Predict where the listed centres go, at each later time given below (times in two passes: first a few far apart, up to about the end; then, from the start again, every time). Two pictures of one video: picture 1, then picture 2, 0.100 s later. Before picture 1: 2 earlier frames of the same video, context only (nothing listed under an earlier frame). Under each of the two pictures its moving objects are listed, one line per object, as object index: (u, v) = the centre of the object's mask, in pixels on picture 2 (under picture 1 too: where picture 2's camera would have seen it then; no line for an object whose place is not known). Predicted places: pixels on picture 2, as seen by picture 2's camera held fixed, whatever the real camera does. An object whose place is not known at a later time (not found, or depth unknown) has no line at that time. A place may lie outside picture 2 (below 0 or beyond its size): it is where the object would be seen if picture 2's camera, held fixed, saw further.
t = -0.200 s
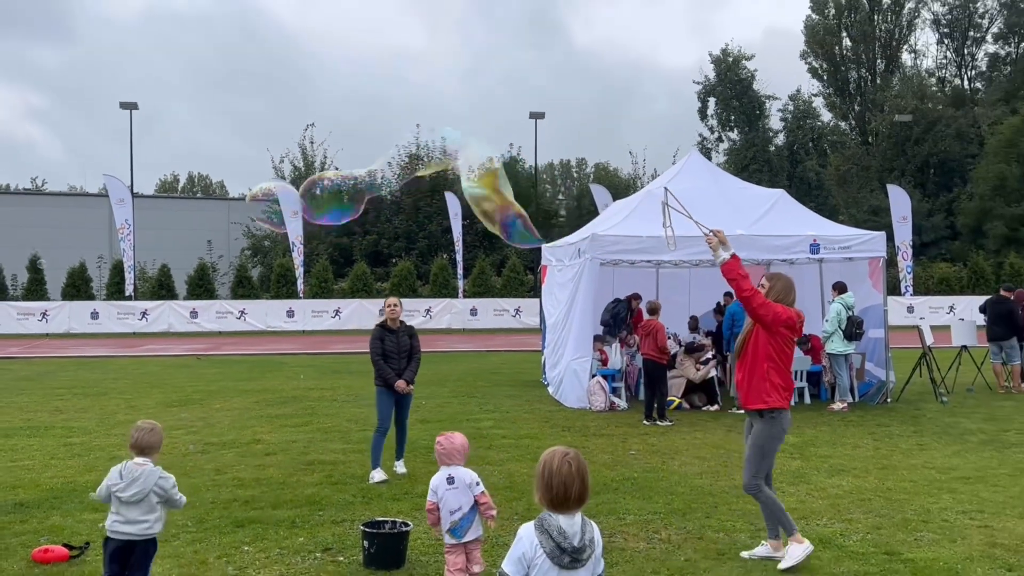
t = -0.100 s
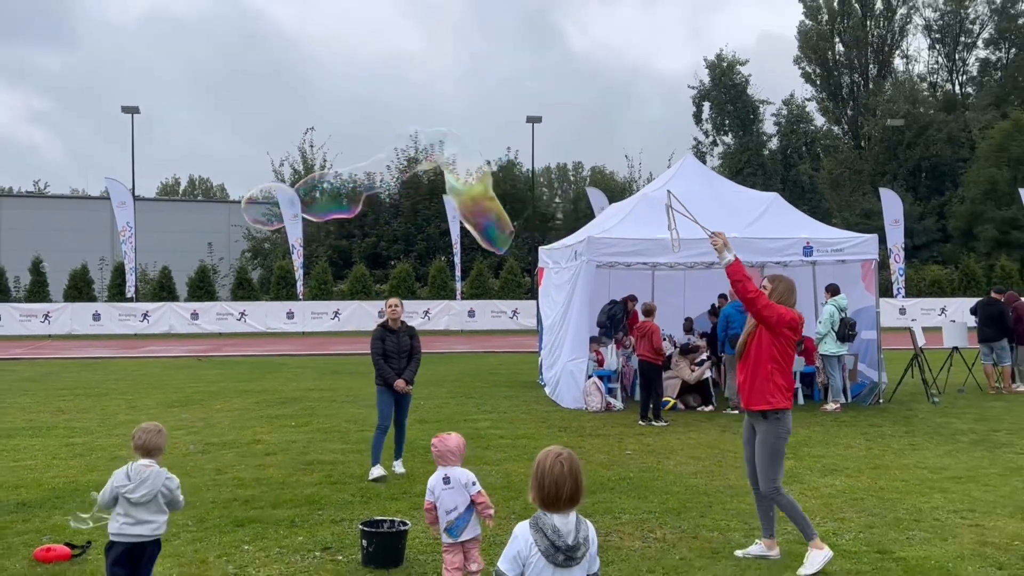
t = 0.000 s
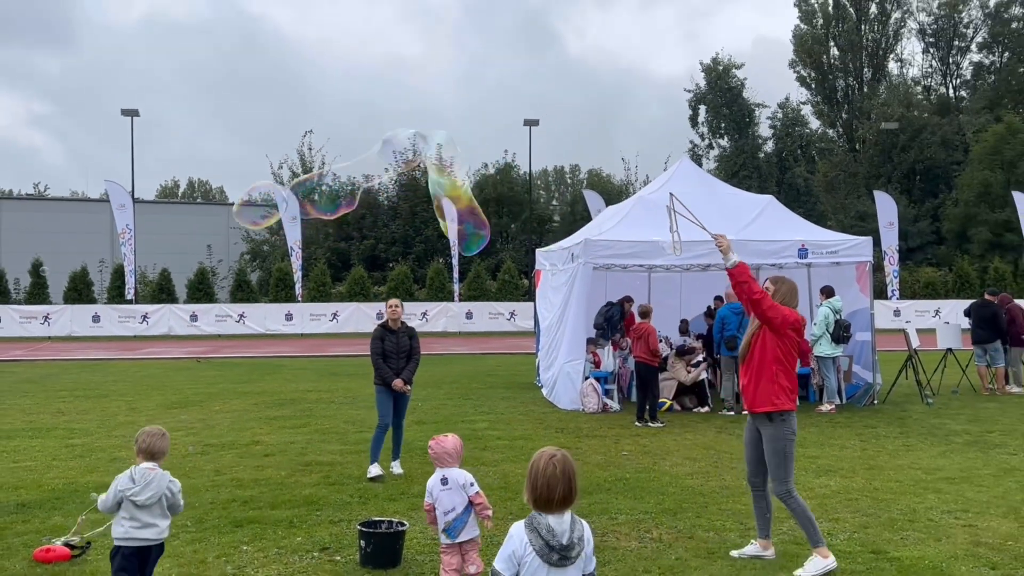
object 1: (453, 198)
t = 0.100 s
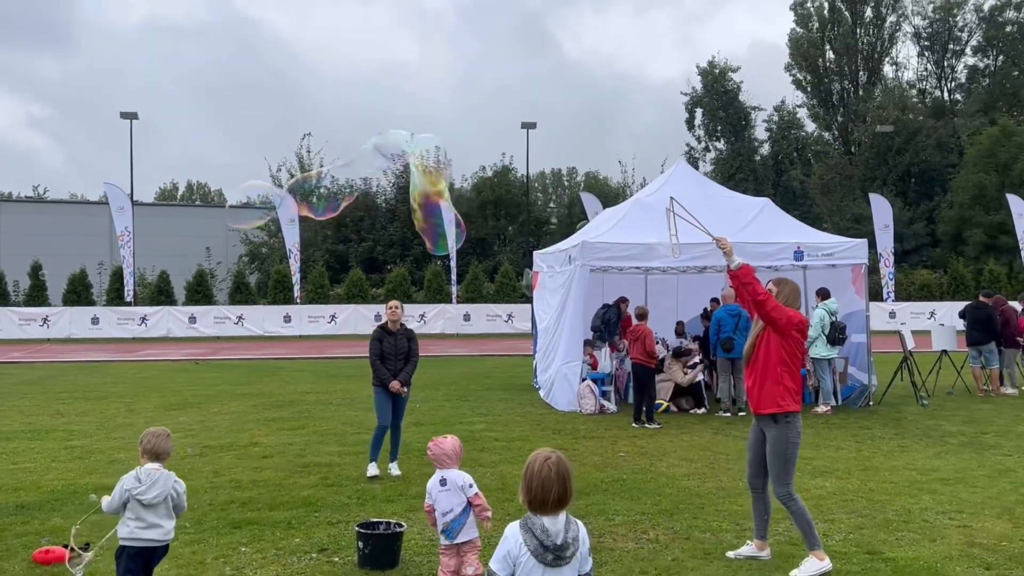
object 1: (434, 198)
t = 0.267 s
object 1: (402, 196)
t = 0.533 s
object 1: (351, 201)
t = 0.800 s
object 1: (298, 201)
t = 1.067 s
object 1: (247, 205)
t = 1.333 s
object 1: (199, 214)
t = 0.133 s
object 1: (425, 194)
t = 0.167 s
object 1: (420, 197)
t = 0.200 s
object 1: (415, 199)
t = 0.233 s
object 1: (409, 198)
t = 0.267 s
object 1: (402, 196)
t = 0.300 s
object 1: (396, 195)
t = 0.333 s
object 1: (390, 194)
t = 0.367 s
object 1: (383, 196)
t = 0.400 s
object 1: (378, 197)
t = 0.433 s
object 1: (370, 199)
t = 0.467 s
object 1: (365, 198)
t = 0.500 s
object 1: (359, 196)
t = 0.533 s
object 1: (351, 201)
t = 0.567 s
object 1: (345, 194)
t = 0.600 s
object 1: (339, 195)
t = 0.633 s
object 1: (333, 194)
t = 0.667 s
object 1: (323, 205)
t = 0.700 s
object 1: (323, 192)
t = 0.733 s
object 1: (313, 204)
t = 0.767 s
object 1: (305, 204)
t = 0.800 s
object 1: (298, 201)
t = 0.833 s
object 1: (293, 200)
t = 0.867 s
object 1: (293, 191)
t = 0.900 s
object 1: (286, 189)
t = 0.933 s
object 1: (279, 189)
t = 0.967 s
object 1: (266, 196)
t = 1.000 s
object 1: (258, 201)
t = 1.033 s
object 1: (253, 204)
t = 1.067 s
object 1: (247, 205)
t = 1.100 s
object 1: (242, 205)
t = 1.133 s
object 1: (237, 204)
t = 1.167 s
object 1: (233, 203)
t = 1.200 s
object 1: (221, 212)
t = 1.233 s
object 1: (215, 212)
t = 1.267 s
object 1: (216, 203)
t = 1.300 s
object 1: (203, 214)
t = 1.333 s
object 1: (199, 214)
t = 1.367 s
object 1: (193, 214)
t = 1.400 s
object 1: (188, 215)
